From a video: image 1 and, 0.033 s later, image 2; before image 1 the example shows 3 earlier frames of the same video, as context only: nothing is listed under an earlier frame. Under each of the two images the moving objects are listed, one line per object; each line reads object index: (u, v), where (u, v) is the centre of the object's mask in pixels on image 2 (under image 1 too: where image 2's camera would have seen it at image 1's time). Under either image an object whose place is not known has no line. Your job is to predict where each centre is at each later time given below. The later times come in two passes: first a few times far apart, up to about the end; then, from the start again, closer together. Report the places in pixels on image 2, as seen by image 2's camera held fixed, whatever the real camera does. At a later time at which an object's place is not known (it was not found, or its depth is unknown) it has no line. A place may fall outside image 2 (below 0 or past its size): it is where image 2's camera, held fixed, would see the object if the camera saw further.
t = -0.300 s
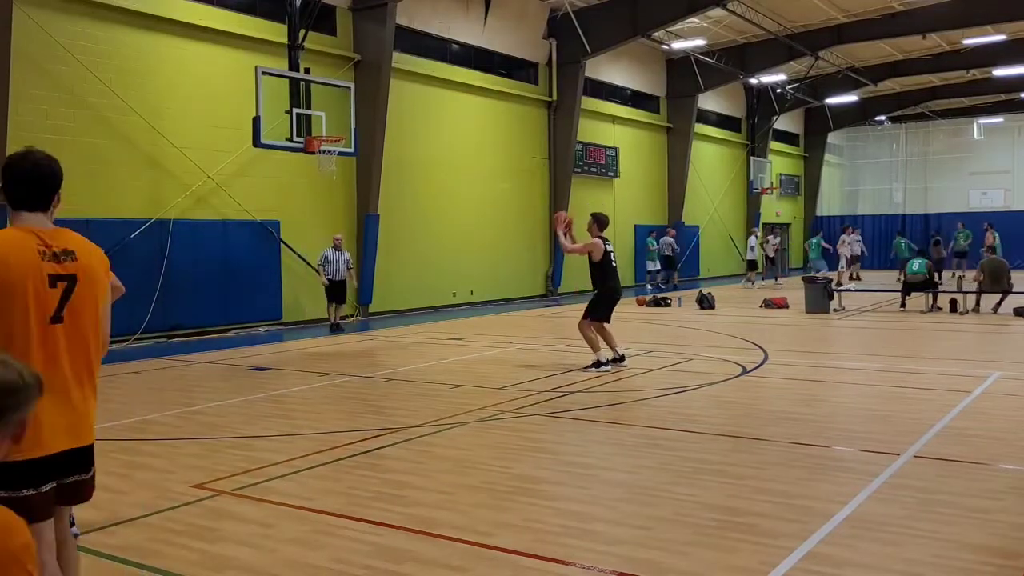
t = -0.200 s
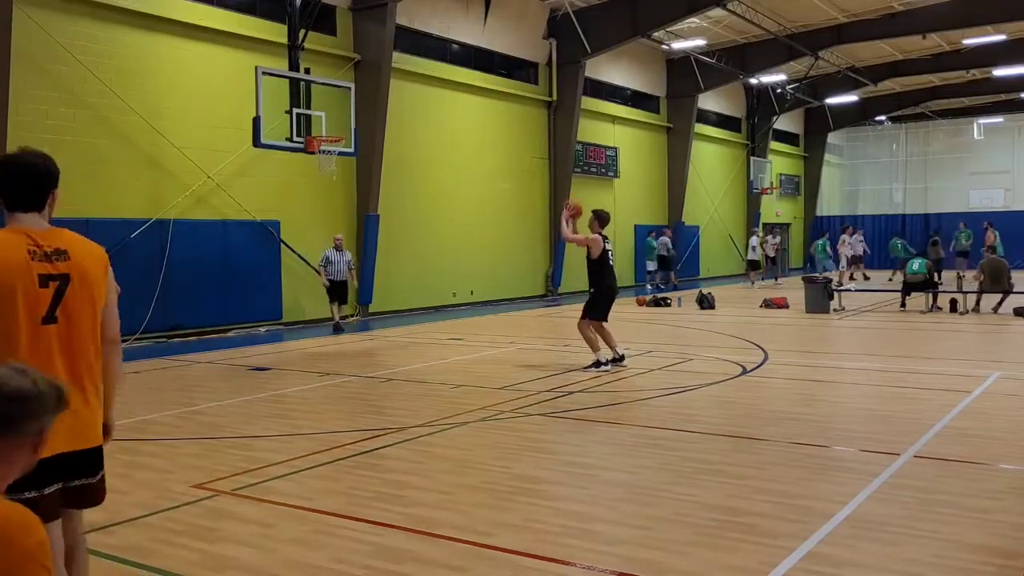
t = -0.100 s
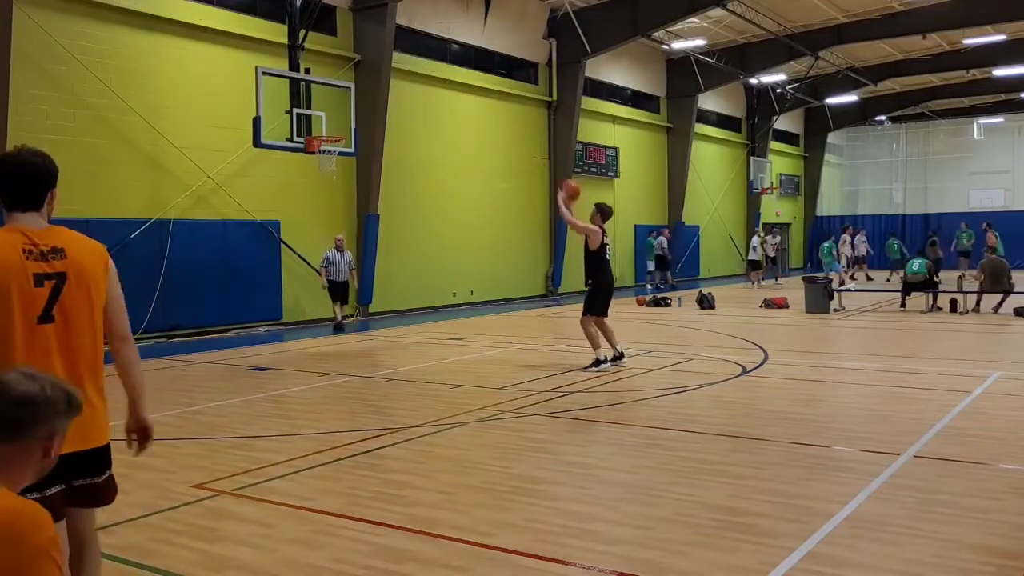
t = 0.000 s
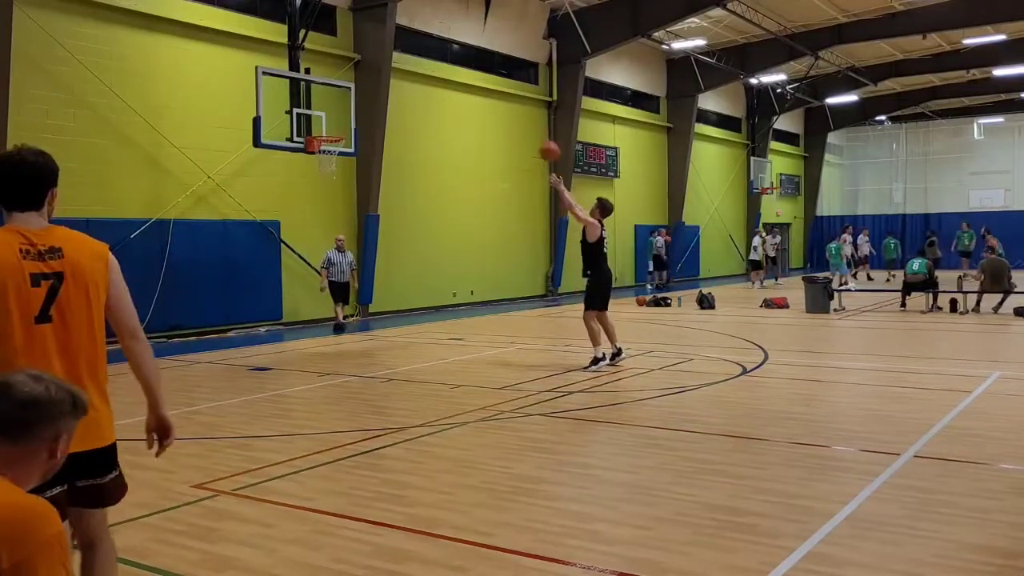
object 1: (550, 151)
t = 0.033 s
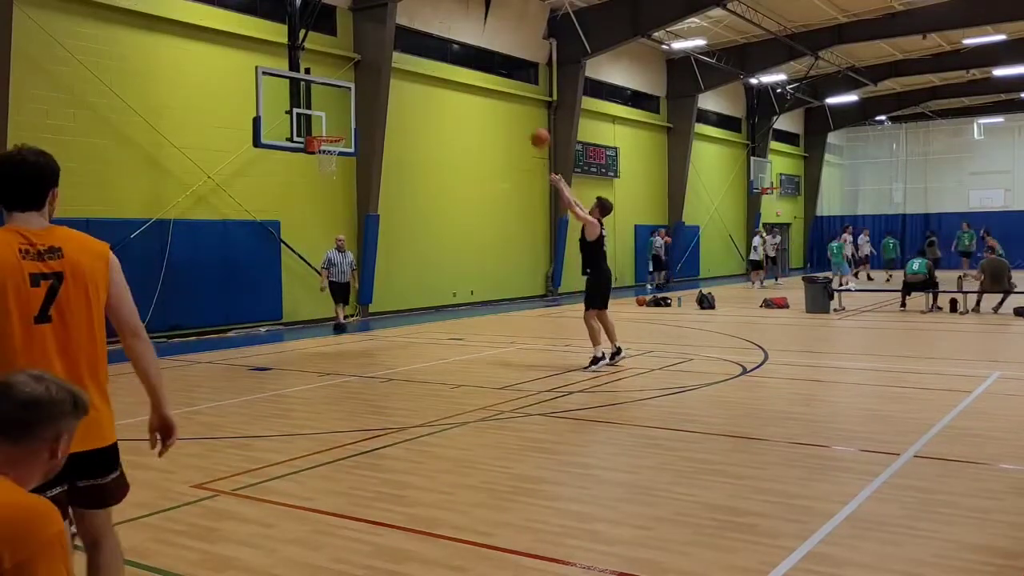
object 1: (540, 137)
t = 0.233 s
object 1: (488, 82)
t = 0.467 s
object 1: (433, 60)
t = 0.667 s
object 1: (390, 72)
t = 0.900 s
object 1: (346, 121)
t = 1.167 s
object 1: (329, 130)
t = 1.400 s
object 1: (331, 130)
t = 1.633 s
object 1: (334, 162)
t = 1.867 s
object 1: (335, 220)
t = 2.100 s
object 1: (336, 310)
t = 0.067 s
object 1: (530, 126)
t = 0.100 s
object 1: (521, 117)
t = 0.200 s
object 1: (496, 90)
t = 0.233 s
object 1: (488, 82)
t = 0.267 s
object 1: (479, 76)
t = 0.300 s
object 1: (471, 71)
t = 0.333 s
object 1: (463, 67)
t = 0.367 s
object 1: (456, 64)
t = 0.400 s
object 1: (448, 62)
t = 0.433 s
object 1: (441, 60)
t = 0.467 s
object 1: (433, 60)
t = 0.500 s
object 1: (426, 60)
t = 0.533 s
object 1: (418, 61)
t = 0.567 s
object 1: (412, 62)
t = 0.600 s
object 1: (404, 64)
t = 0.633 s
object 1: (397, 69)
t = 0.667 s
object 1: (390, 72)
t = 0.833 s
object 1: (358, 103)
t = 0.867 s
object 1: (353, 112)
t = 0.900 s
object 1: (346, 121)
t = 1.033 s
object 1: (328, 131)
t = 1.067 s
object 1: (327, 132)
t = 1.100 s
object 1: (327, 132)
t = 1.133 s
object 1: (327, 130)
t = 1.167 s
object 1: (329, 130)
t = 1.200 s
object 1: (329, 130)
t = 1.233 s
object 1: (329, 130)
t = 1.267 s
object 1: (330, 129)
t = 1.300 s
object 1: (330, 129)
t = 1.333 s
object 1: (330, 129)
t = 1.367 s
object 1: (330, 129)
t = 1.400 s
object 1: (331, 130)
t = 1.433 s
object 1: (331, 132)
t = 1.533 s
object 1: (331, 143)
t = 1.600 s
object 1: (334, 159)
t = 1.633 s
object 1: (334, 162)
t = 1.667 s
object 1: (334, 170)
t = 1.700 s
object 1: (335, 174)
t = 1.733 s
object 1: (334, 183)
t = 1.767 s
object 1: (334, 191)
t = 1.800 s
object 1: (334, 200)
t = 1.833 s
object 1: (334, 210)
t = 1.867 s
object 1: (335, 220)
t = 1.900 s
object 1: (335, 230)
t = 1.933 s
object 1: (335, 241)
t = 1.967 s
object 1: (334, 253)
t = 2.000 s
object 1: (335, 267)
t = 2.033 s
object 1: (336, 281)
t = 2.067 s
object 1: (336, 293)
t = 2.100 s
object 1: (336, 310)
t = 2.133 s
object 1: (337, 325)
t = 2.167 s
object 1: (337, 340)
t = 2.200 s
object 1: (336, 329)
